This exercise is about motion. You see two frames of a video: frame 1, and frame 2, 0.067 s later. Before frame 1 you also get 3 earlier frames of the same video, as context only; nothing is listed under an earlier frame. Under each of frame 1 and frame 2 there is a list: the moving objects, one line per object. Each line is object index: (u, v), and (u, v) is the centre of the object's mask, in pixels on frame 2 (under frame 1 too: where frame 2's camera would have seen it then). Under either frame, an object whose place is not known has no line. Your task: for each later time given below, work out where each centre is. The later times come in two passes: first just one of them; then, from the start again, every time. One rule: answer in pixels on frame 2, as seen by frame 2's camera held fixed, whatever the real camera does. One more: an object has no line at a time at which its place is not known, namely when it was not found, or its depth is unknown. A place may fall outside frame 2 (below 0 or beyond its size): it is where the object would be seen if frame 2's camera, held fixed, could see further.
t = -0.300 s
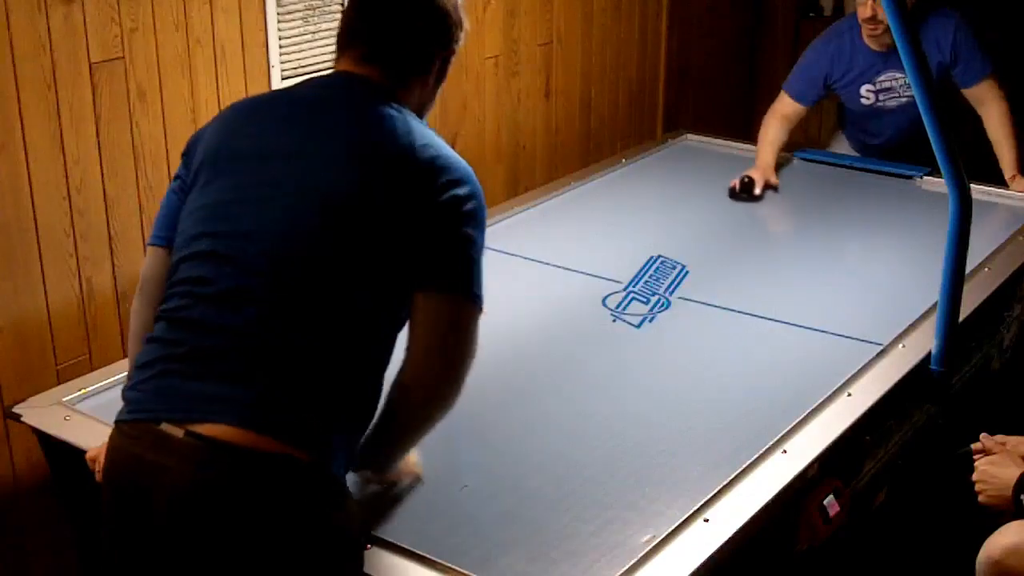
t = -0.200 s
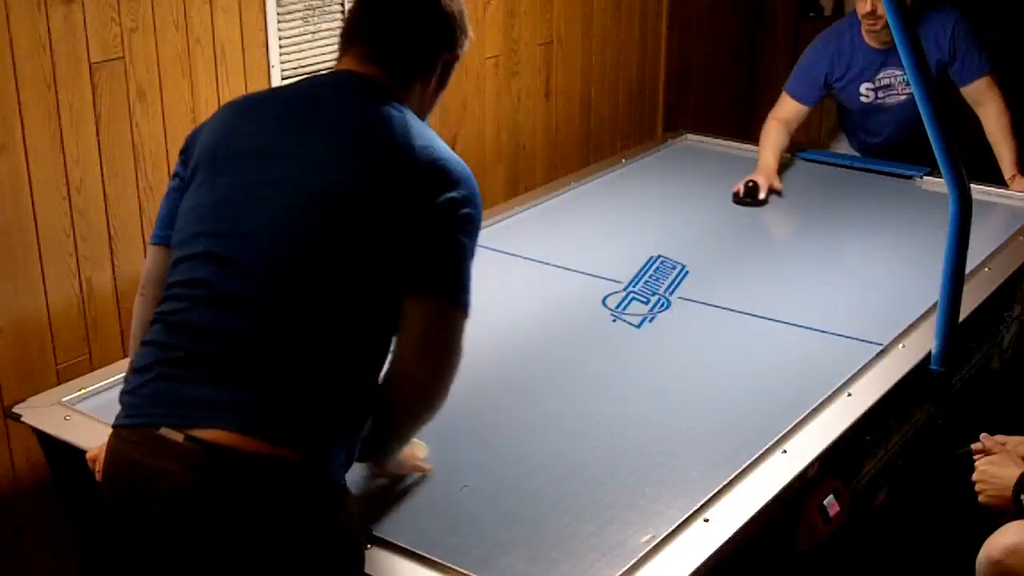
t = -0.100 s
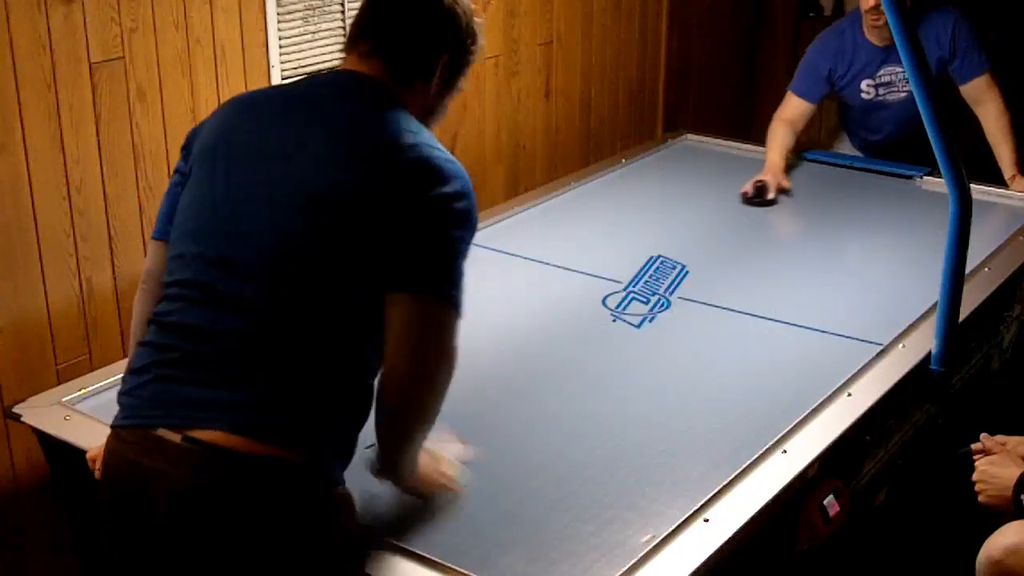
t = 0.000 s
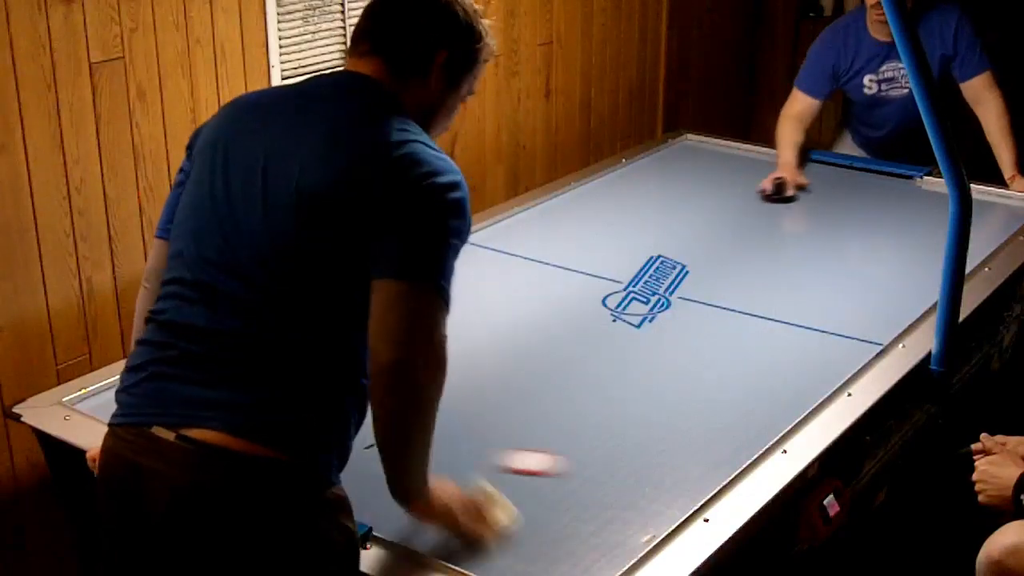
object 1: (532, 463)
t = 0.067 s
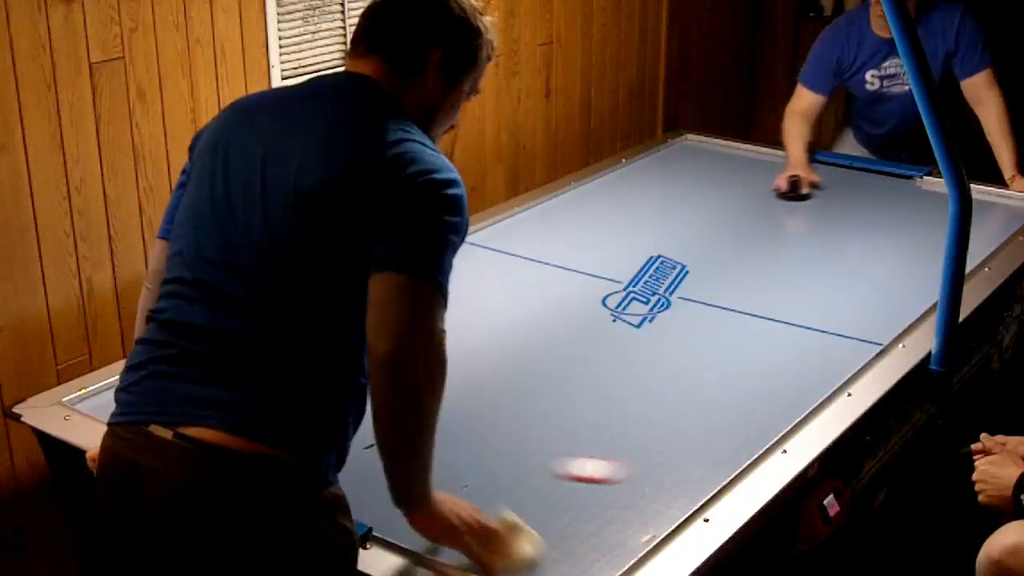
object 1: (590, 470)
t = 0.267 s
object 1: (662, 463)
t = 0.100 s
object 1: (620, 473)
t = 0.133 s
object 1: (651, 476)
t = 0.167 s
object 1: (680, 479)
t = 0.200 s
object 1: (693, 478)
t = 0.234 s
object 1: (680, 471)
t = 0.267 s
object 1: (662, 463)
